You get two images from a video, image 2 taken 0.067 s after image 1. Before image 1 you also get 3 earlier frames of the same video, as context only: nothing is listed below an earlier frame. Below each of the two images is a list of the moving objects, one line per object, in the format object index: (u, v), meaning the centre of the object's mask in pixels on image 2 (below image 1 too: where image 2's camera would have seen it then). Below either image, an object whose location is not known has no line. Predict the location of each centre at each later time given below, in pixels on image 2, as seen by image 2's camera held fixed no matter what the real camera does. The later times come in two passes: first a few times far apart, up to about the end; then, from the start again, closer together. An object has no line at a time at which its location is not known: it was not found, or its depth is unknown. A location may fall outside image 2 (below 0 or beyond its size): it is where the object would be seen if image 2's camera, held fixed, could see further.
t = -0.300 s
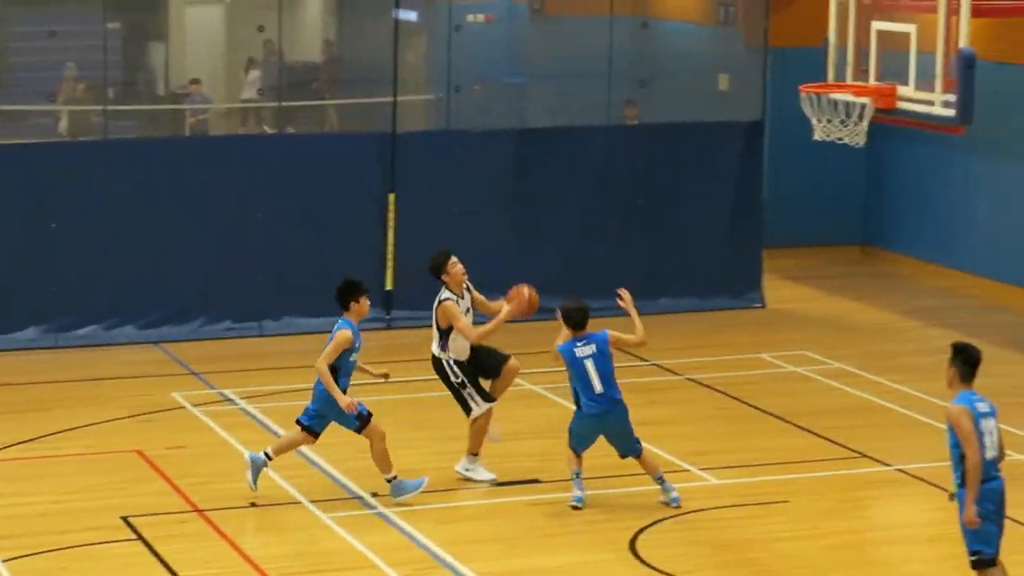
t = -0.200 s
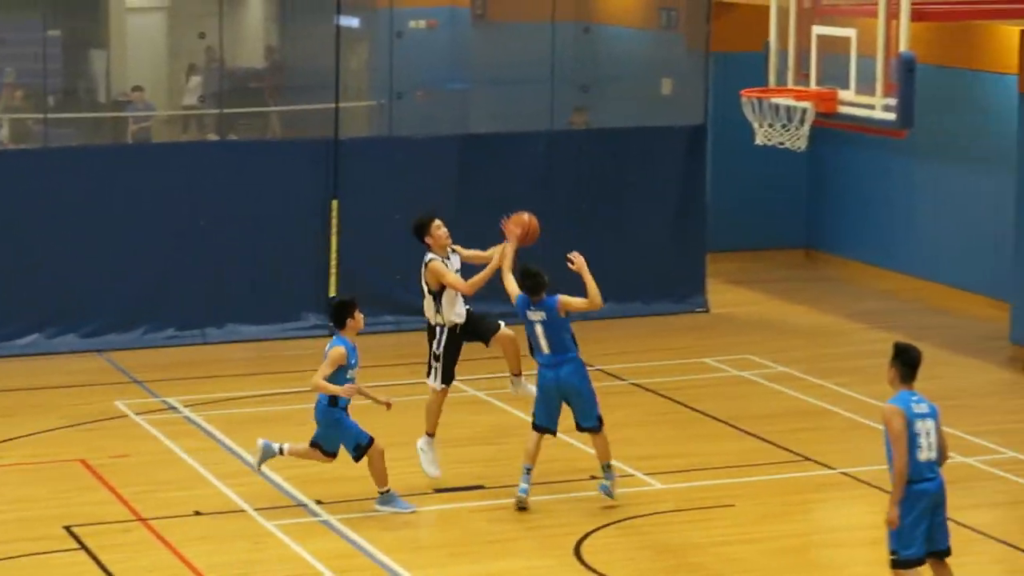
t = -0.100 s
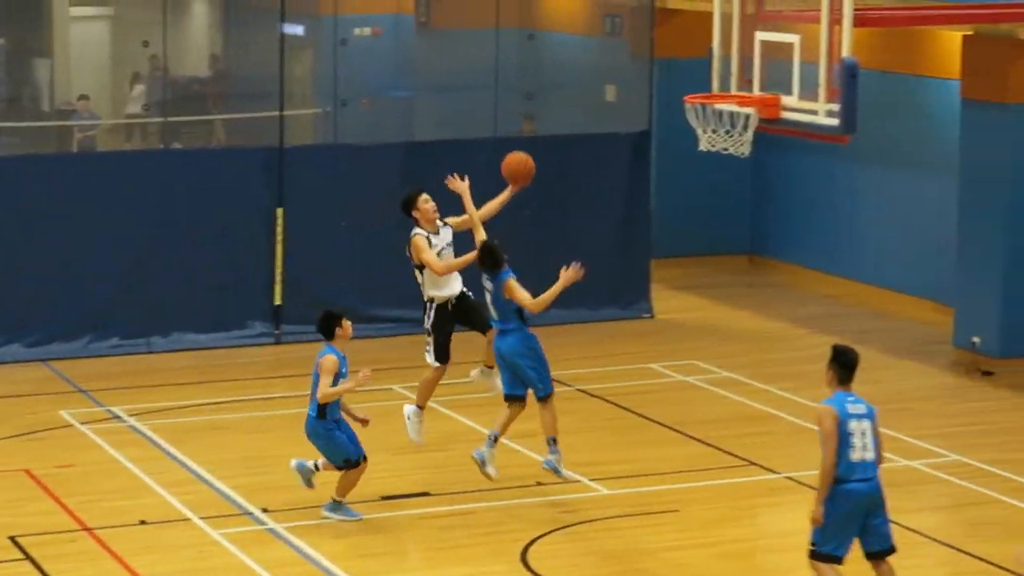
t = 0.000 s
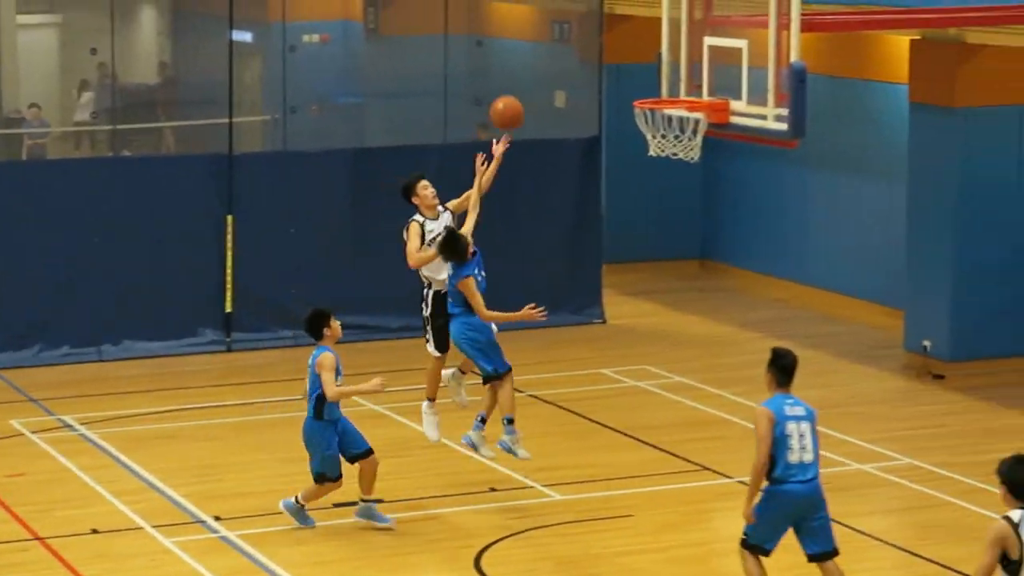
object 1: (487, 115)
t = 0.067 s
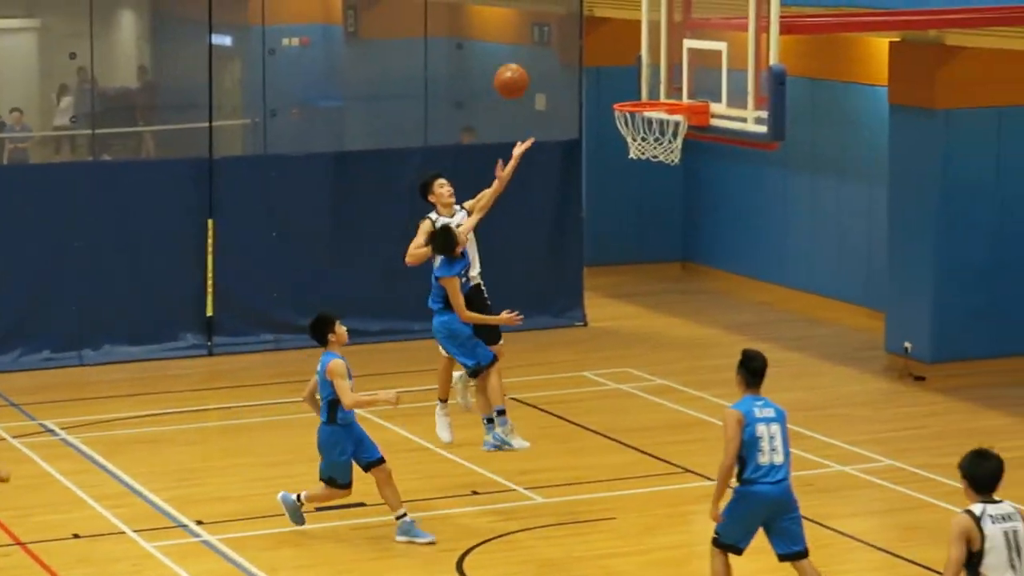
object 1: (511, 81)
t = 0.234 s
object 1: (572, 18)
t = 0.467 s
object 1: (663, 4)
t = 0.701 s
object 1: (653, 28)
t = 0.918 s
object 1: (641, 136)
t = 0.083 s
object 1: (517, 73)
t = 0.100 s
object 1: (523, 65)
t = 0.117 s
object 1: (530, 58)
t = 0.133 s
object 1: (535, 51)
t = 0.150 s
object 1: (541, 45)
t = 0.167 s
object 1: (548, 38)
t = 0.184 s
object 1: (554, 32)
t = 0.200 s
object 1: (560, 28)
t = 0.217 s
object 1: (567, 23)
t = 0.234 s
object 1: (572, 18)
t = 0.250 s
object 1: (578, 14)
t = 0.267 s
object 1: (585, 11)
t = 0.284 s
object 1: (592, 10)
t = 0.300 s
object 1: (597, 11)
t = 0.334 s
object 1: (612, 6)
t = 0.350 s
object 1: (618, 5)
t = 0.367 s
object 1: (624, 4)
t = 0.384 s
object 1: (631, 4)
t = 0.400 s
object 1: (637, 3)
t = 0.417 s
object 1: (644, 3)
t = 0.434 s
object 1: (650, 3)
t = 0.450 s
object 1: (658, 3)
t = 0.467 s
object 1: (663, 4)
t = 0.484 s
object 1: (662, 3)
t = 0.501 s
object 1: (662, 4)
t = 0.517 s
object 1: (661, 4)
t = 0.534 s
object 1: (660, 4)
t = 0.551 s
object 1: (660, 4)
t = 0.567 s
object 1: (659, 5)
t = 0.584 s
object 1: (659, 6)
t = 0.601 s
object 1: (658, 8)
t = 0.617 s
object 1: (657, 9)
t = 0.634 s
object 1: (656, 11)
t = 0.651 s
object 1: (655, 14)
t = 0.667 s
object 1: (654, 19)
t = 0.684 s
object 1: (653, 23)
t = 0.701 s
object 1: (653, 28)
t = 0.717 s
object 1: (651, 35)
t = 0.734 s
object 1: (650, 40)
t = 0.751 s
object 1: (649, 47)
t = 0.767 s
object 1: (649, 53)
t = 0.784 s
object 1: (648, 61)
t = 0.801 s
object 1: (647, 69)
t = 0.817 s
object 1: (646, 77)
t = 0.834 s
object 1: (645, 85)
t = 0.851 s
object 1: (644, 94)
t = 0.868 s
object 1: (644, 104)
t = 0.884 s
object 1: (643, 115)
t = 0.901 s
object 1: (642, 126)
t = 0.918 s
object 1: (641, 136)
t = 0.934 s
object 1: (640, 149)
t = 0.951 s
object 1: (639, 162)
